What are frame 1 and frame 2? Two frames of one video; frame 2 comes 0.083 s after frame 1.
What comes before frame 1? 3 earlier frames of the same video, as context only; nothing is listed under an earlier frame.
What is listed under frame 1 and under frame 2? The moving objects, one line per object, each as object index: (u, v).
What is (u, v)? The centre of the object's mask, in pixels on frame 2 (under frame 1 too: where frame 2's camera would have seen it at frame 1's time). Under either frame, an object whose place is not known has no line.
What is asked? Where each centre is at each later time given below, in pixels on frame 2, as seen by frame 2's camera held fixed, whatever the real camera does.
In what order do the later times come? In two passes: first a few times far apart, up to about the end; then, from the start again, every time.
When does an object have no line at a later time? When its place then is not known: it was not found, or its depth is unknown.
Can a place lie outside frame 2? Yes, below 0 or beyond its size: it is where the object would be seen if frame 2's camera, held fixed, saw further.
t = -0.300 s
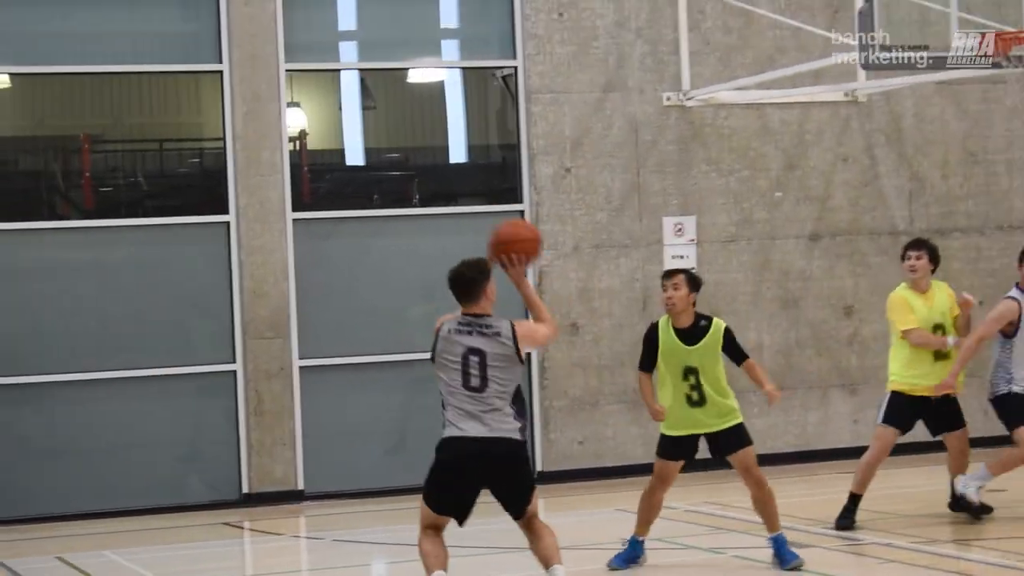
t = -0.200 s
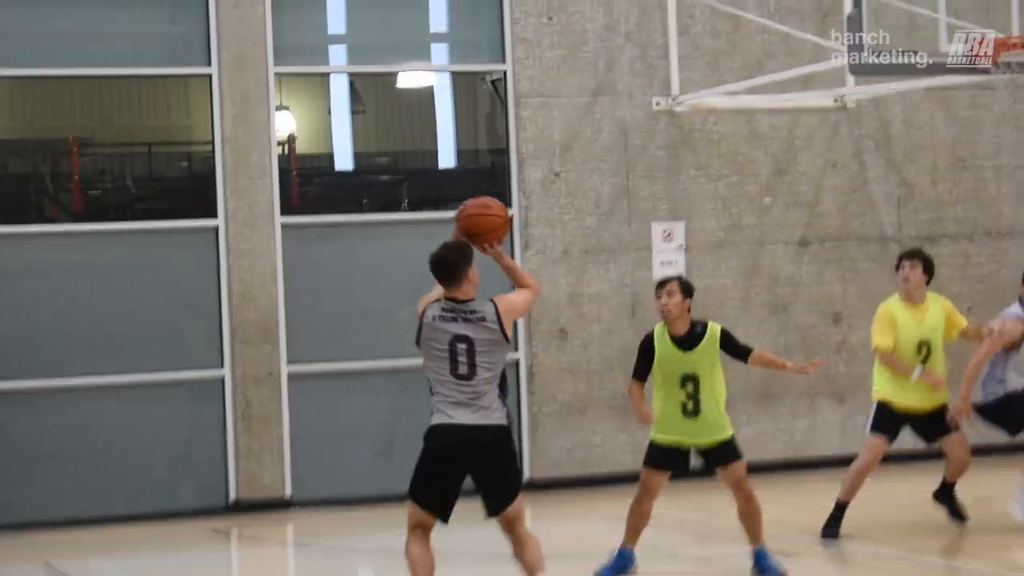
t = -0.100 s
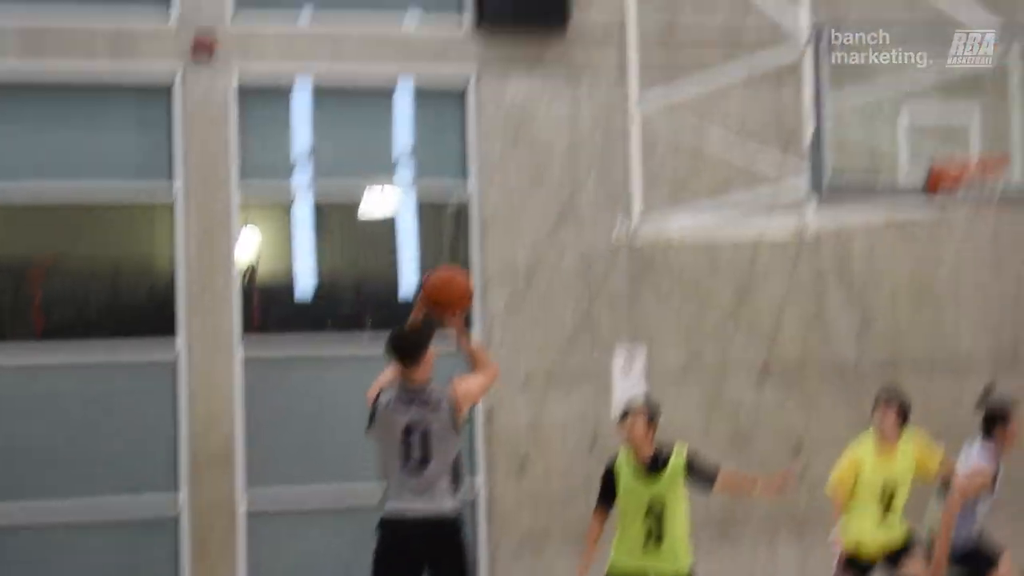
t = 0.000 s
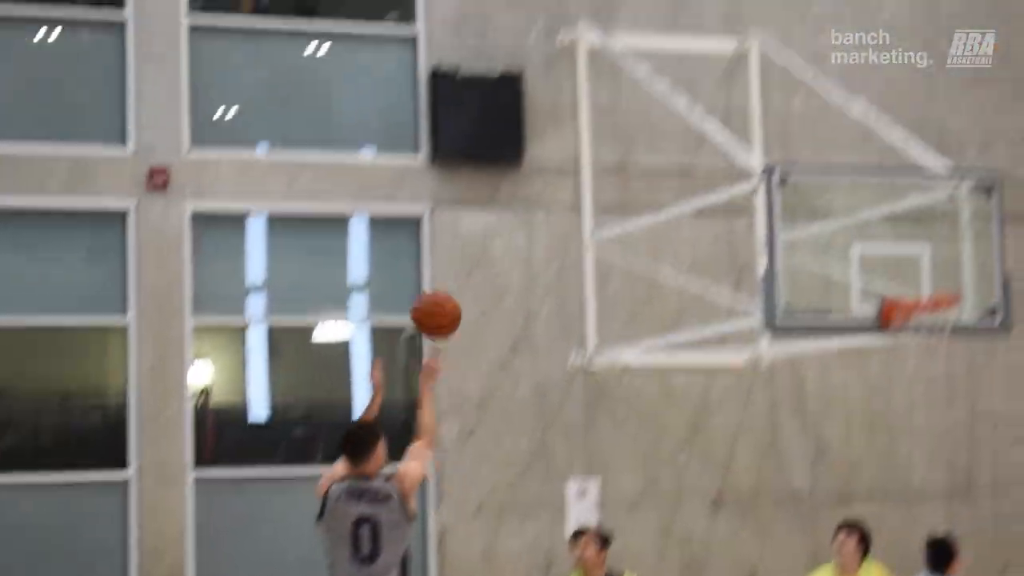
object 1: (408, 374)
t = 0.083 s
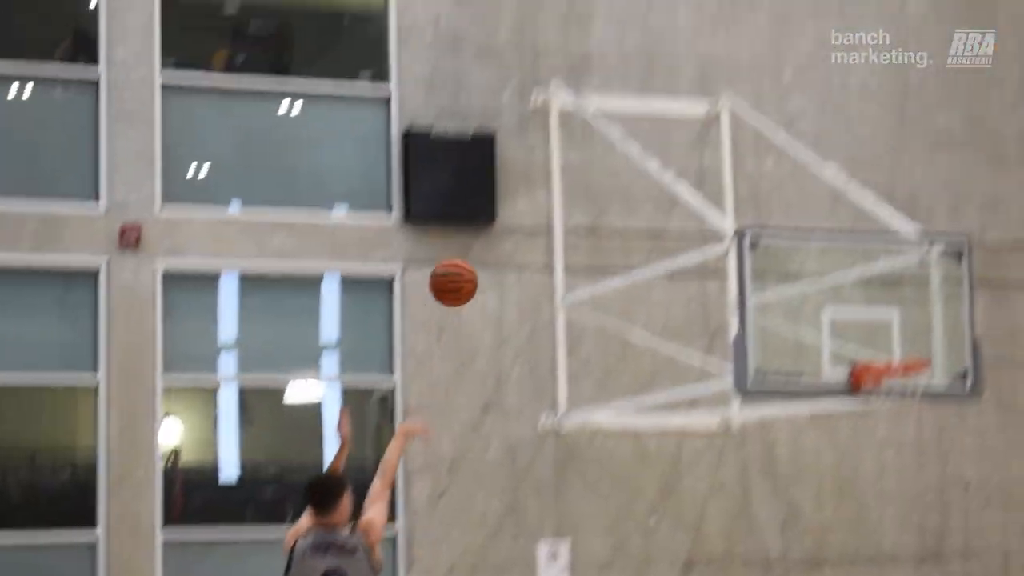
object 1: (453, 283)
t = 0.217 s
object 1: (520, 173)
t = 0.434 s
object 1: (620, 81)
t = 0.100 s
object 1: (462, 266)
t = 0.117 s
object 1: (471, 251)
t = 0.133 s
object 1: (479, 236)
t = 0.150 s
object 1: (487, 223)
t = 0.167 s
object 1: (495, 210)
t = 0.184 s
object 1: (503, 197)
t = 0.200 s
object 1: (512, 185)
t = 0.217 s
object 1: (520, 173)
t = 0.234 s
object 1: (528, 164)
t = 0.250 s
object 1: (536, 153)
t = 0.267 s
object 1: (544, 144)
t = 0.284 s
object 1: (551, 135)
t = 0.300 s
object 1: (559, 127)
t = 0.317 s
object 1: (567, 119)
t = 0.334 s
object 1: (575, 112)
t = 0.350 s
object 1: (583, 105)
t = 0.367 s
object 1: (590, 100)
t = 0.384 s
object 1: (598, 94)
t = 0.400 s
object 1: (606, 89)
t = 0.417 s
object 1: (613, 85)
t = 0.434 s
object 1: (620, 81)
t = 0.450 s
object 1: (628, 78)
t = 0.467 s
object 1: (635, 75)
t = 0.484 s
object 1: (642, 73)
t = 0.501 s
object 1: (649, 71)
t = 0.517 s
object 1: (657, 70)
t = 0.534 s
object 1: (664, 70)
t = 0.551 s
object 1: (671, 69)
